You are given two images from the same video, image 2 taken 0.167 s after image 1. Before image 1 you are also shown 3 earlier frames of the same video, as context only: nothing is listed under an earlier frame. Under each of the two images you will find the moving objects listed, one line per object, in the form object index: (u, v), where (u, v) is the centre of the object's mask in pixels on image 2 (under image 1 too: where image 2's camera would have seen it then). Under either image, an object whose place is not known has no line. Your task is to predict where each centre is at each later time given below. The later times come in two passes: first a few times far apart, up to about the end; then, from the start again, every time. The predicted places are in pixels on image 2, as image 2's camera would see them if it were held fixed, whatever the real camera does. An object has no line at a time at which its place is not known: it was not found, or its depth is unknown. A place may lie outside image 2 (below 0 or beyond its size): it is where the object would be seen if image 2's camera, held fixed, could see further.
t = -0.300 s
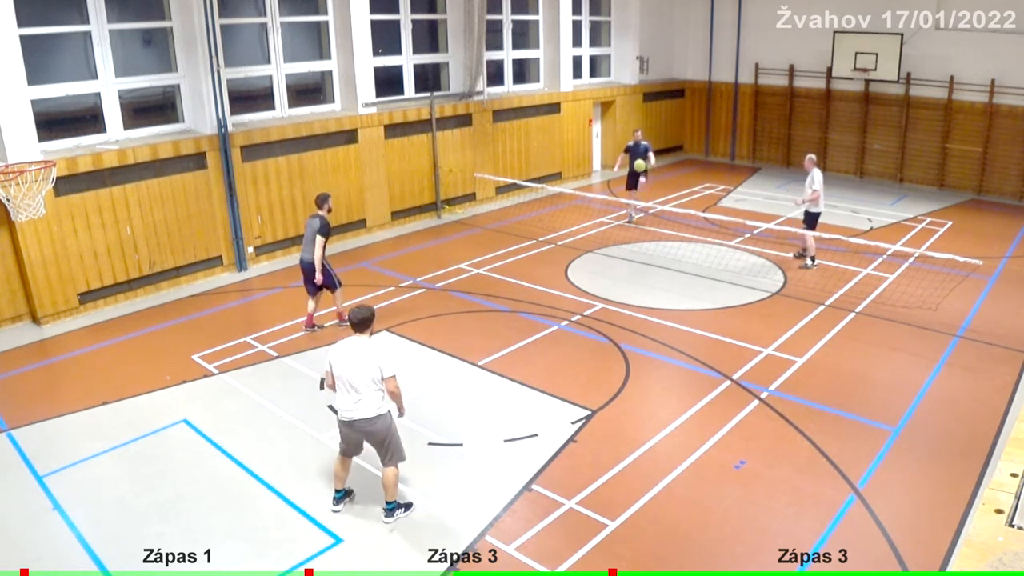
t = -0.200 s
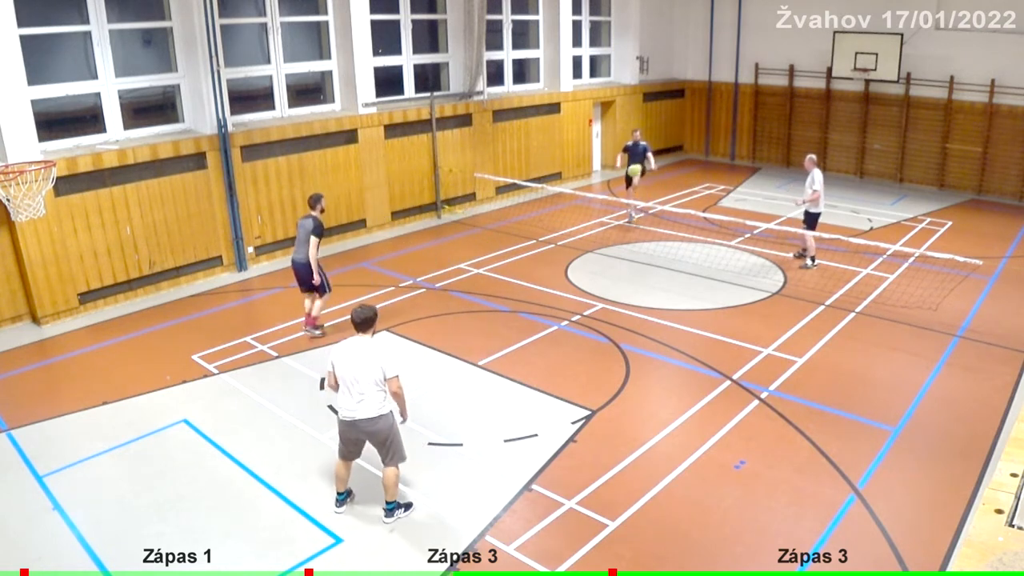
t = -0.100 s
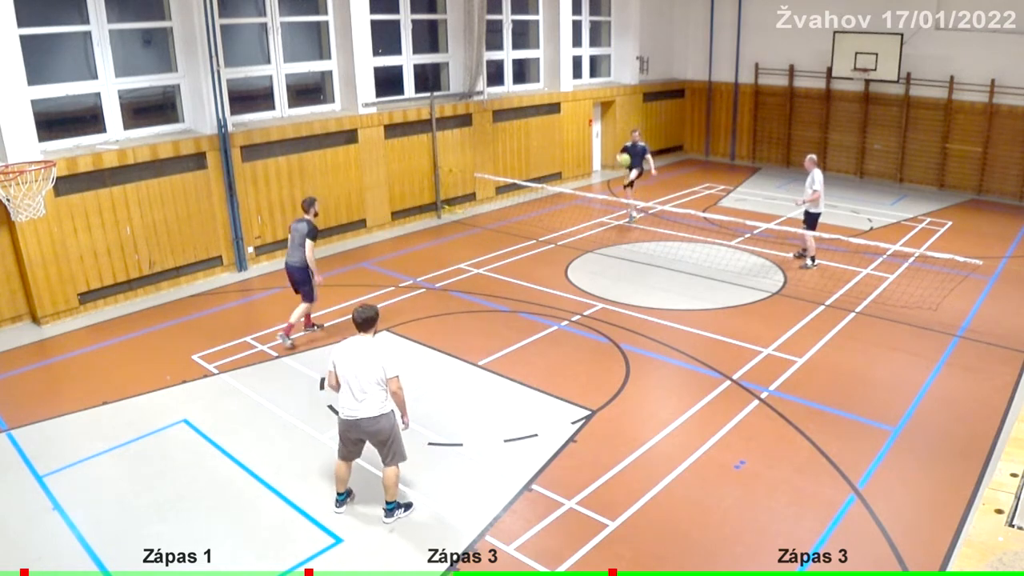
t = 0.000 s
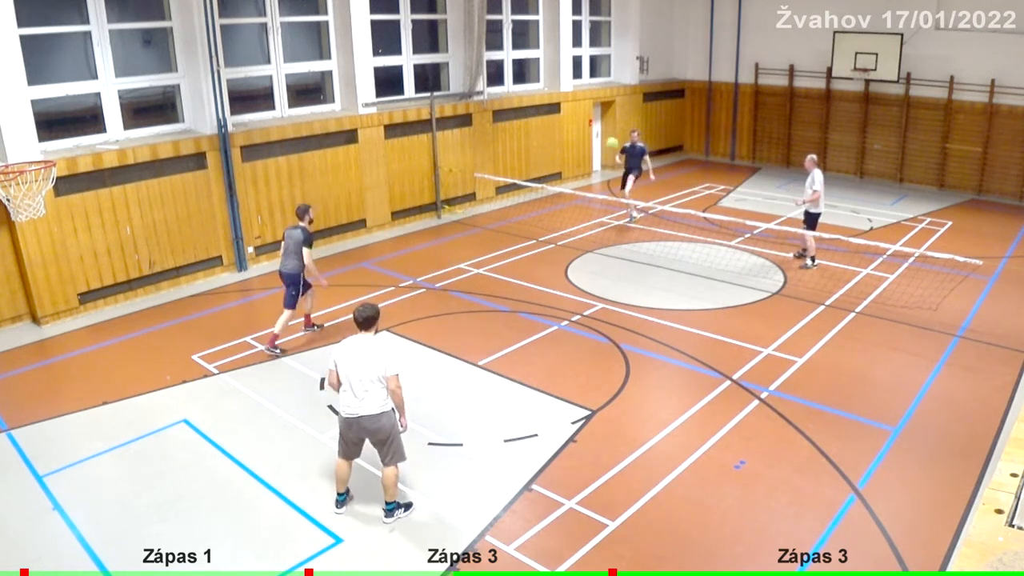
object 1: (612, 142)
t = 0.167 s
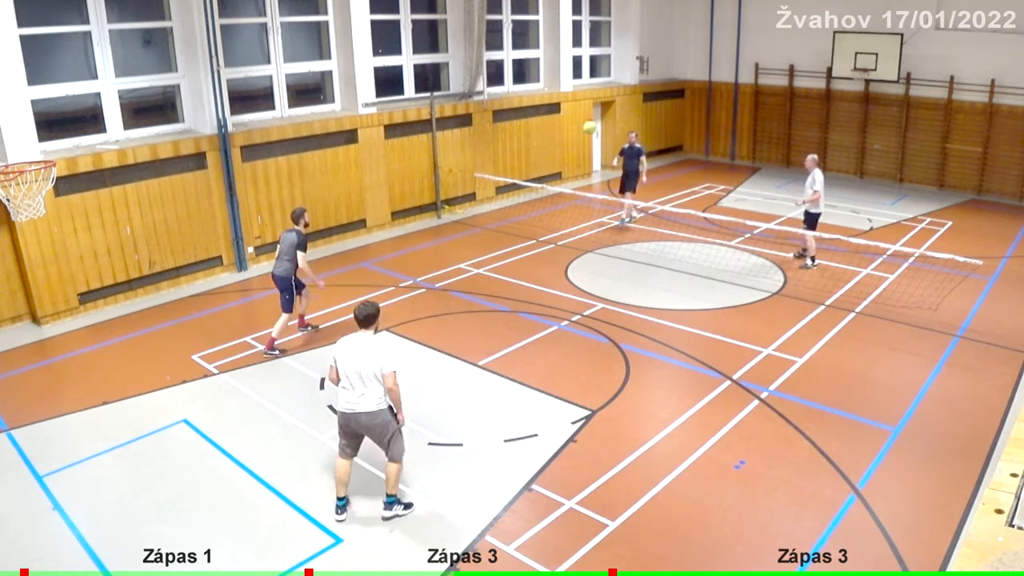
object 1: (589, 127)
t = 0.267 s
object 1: (575, 125)
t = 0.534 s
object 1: (532, 152)
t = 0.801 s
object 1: (481, 239)
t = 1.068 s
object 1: (430, 322)
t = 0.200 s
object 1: (584, 126)
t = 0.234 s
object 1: (580, 125)
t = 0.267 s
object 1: (575, 125)
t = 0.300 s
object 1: (570, 125)
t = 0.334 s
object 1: (565, 127)
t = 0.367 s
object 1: (559, 129)
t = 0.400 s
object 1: (554, 132)
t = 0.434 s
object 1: (549, 136)
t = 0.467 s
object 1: (543, 140)
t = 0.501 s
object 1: (538, 146)
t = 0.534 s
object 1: (532, 152)
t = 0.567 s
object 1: (526, 159)
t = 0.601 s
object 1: (520, 168)
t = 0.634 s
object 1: (513, 178)
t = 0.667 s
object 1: (507, 187)
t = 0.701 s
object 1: (501, 199)
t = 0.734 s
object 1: (495, 211)
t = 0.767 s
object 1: (488, 225)
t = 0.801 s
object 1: (481, 239)
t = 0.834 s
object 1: (475, 255)
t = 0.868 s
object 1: (468, 273)
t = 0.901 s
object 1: (462, 291)
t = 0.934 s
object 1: (455, 310)
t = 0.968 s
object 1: (449, 330)
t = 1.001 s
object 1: (442, 341)
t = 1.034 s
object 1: (436, 331)
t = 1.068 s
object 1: (430, 322)
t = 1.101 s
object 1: (423, 314)
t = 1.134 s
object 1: (416, 307)
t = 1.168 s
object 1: (410, 300)
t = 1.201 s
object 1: (403, 294)
